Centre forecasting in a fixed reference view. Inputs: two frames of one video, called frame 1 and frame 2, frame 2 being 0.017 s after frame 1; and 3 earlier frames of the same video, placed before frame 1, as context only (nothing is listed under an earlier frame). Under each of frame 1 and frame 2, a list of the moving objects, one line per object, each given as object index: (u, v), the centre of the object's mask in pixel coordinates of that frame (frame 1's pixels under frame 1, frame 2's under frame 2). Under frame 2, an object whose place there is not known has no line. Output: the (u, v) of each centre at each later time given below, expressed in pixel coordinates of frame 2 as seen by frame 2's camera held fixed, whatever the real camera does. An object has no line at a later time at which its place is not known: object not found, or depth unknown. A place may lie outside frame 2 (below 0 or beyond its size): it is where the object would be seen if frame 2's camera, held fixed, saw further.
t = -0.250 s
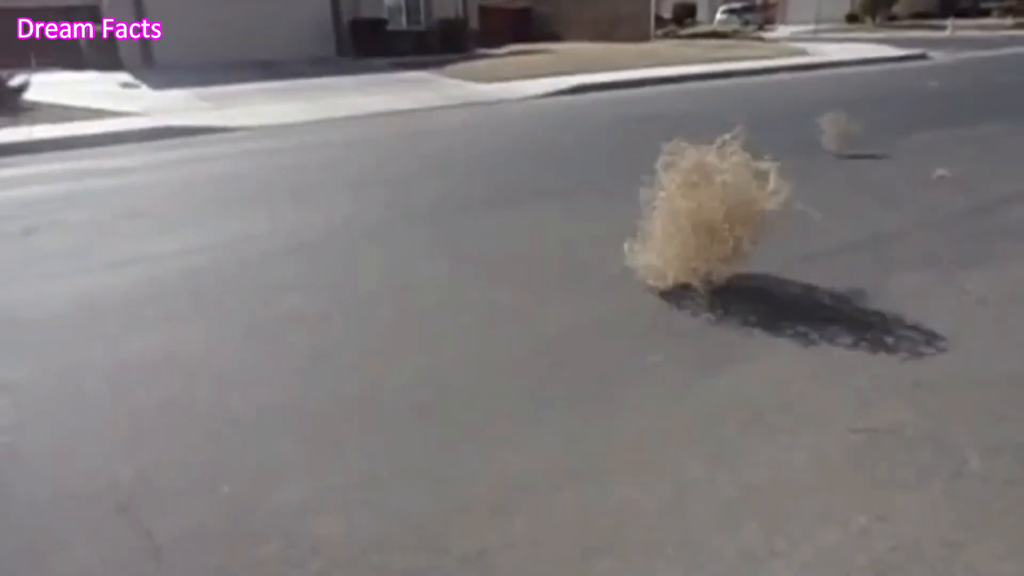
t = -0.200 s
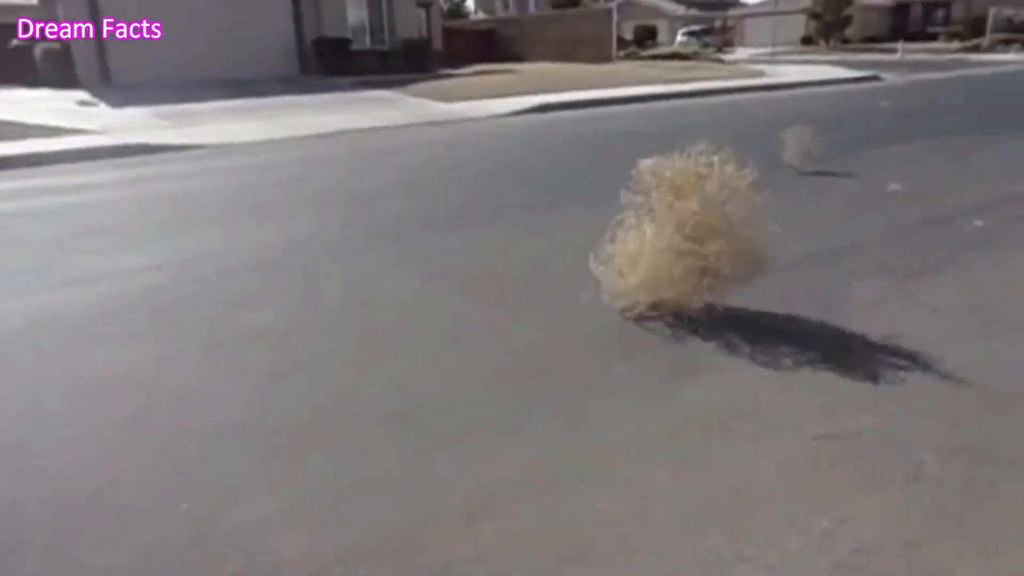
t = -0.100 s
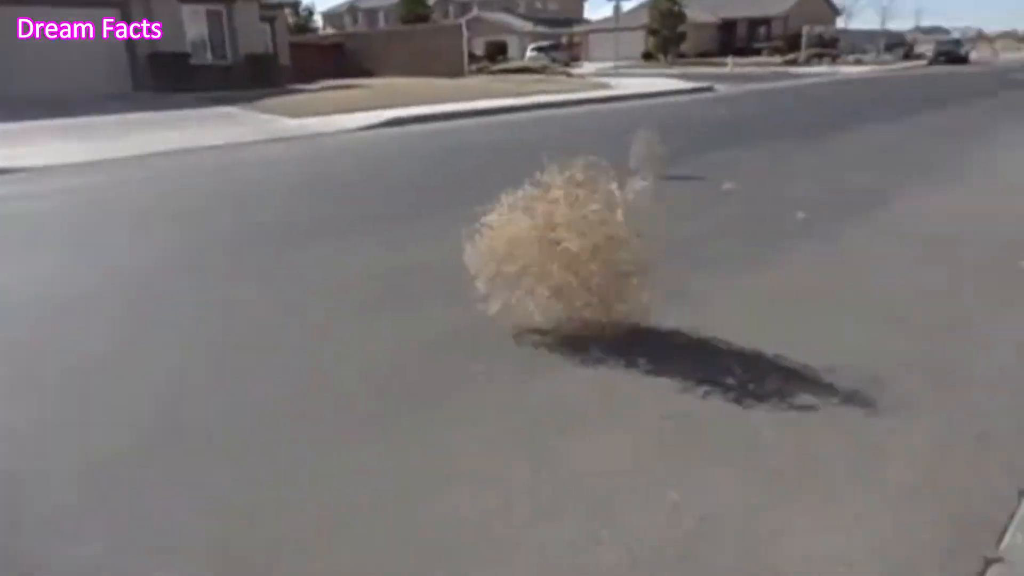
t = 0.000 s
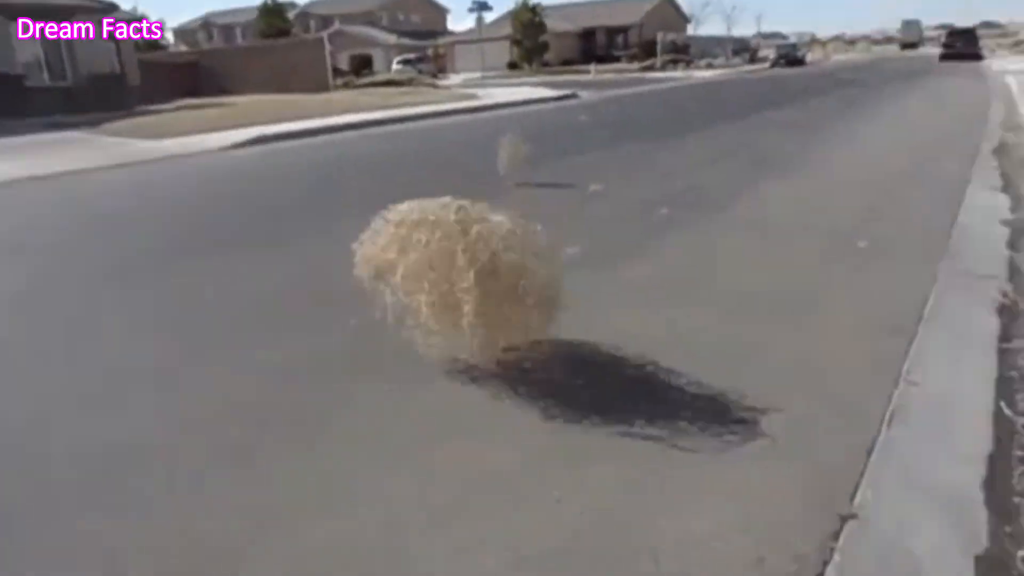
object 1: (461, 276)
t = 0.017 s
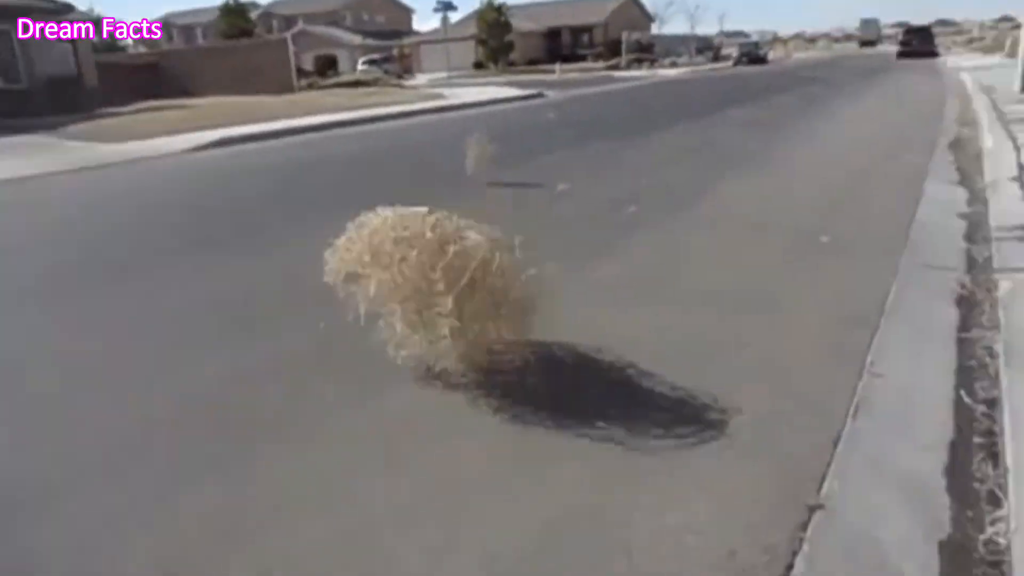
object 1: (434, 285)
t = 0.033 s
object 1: (437, 295)
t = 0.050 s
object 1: (439, 301)
